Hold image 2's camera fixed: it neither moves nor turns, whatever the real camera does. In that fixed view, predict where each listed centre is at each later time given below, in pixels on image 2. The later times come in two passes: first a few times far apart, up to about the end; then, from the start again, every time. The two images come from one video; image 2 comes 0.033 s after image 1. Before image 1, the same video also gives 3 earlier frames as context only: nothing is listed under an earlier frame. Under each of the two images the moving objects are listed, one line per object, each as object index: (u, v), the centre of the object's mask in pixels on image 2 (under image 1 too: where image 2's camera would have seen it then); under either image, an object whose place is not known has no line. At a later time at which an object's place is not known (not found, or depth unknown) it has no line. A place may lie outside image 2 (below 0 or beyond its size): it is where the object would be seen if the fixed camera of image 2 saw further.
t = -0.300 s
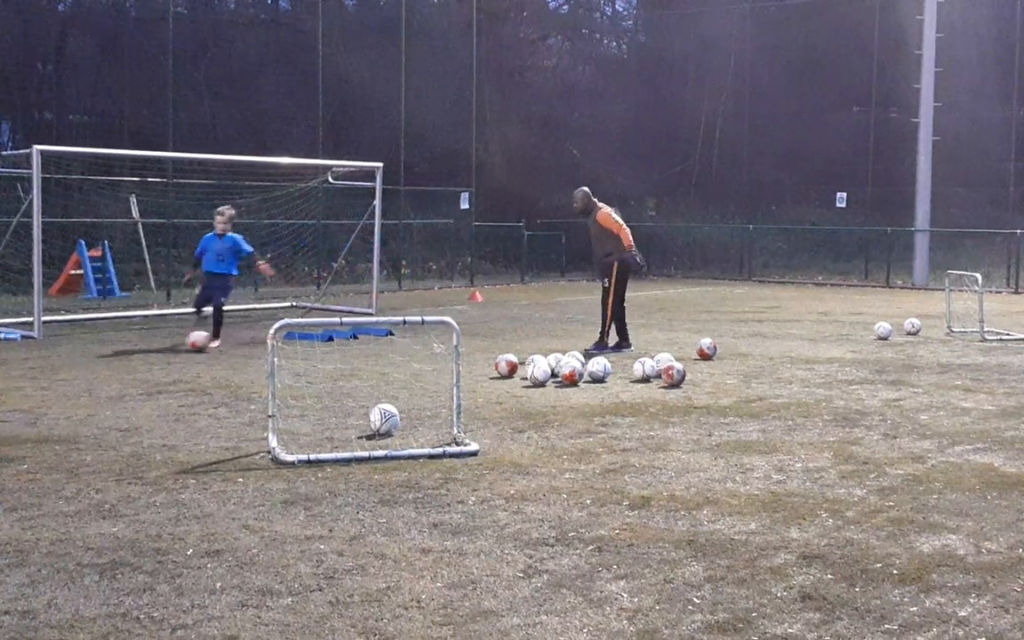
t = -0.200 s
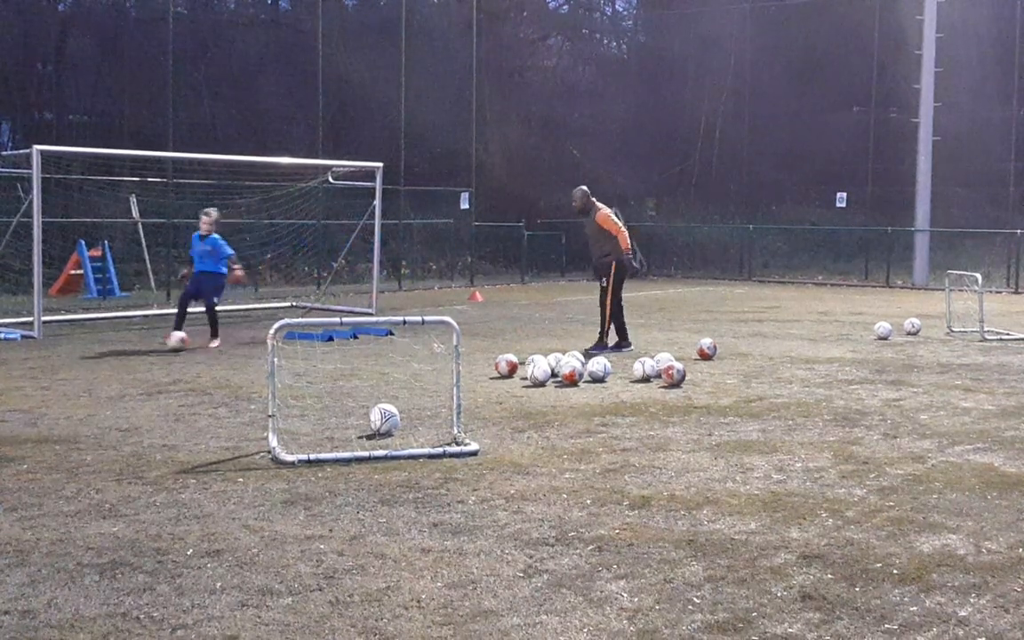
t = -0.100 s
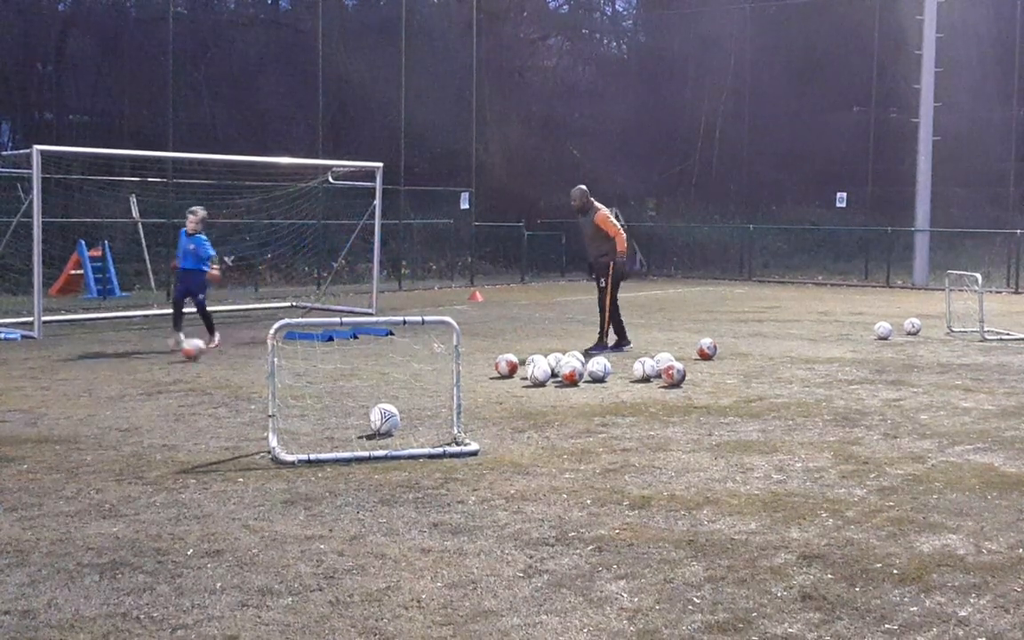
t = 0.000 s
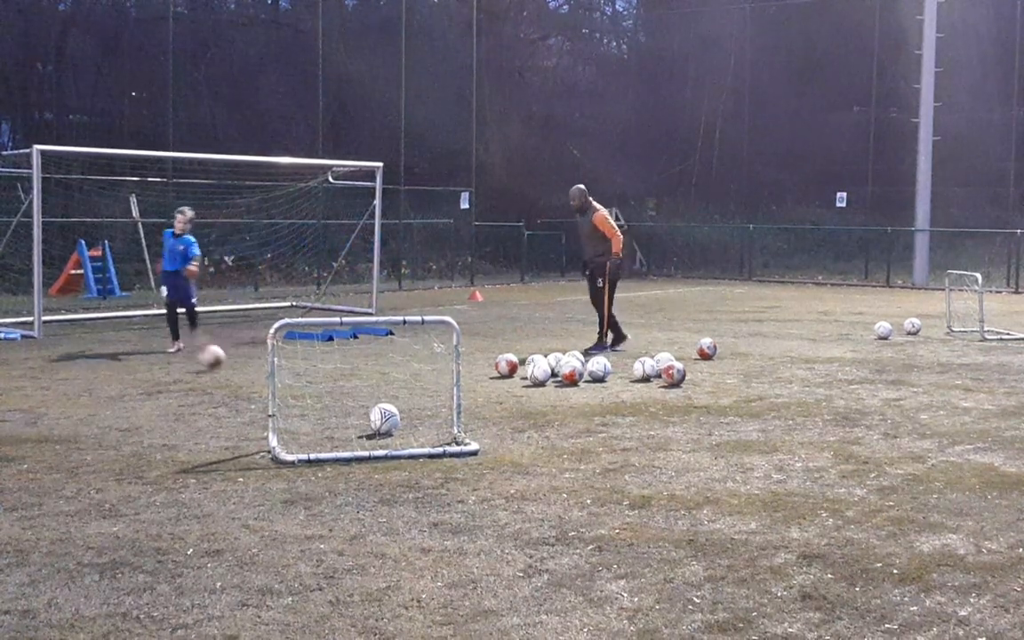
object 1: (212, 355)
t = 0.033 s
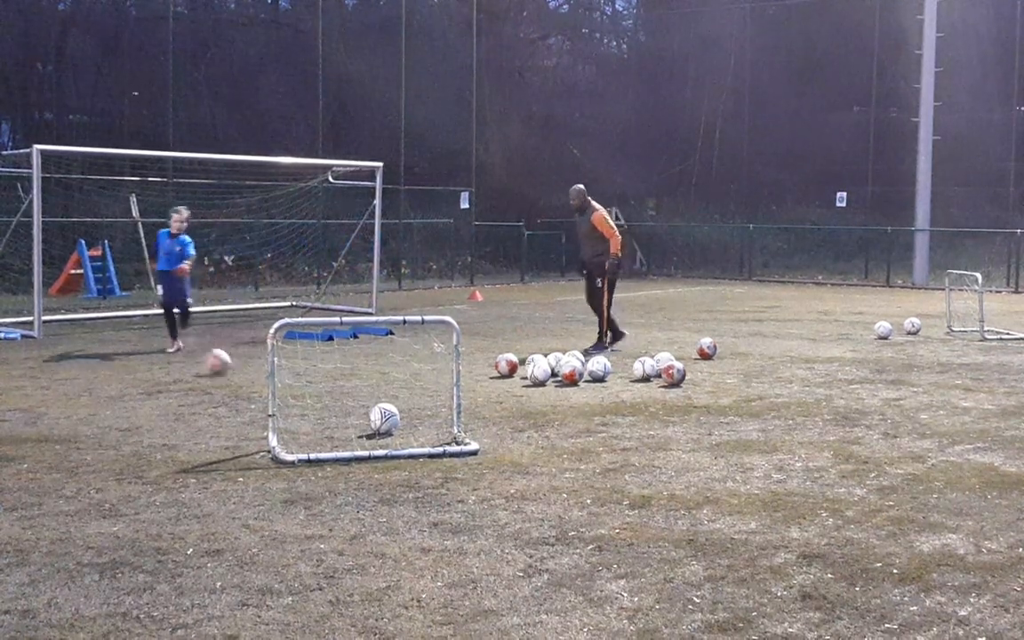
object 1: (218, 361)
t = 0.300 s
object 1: (281, 389)
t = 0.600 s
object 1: (340, 426)
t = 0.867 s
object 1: (374, 367)
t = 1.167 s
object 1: (372, 386)
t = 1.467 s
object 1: (337, 388)
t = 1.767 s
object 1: (300, 389)
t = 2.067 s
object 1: (260, 396)
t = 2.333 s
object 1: (236, 395)
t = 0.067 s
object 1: (224, 366)
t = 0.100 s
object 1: (231, 367)
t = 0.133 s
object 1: (239, 370)
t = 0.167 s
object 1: (245, 375)
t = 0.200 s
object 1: (252, 377)
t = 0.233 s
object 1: (255, 379)
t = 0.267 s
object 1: (259, 382)
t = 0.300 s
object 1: (281, 389)
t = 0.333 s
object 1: (285, 391)
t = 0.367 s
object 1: (289, 394)
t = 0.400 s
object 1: (295, 398)
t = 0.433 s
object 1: (301, 403)
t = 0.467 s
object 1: (311, 409)
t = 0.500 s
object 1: (316, 412)
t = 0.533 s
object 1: (324, 413)
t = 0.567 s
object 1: (331, 419)
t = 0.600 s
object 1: (340, 426)
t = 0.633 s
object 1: (349, 432)
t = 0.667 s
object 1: (356, 433)
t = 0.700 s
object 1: (364, 435)
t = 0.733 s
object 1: (367, 418)
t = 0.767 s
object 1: (371, 396)
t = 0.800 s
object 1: (372, 383)
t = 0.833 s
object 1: (373, 373)
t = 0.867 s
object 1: (374, 367)
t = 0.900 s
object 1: (373, 362)
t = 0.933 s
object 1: (373, 359)
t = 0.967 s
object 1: (373, 358)
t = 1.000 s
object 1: (373, 359)
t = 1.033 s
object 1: (373, 361)
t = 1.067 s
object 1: (373, 365)
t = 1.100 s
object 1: (374, 370)
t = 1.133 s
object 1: (373, 377)
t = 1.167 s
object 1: (372, 386)
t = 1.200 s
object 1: (369, 387)
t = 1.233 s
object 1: (365, 383)
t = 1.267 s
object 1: (362, 380)
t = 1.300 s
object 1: (357, 377)
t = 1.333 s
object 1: (353, 376)
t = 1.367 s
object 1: (348, 377)
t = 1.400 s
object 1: (344, 380)
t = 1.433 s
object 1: (341, 383)
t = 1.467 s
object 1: (337, 388)
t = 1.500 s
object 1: (332, 395)
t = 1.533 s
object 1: (327, 405)
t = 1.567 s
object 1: (324, 402)
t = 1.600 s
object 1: (320, 395)
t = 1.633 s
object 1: (316, 392)
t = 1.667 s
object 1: (313, 390)
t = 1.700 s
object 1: (309, 389)
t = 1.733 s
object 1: (305, 389)
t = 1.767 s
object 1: (300, 389)
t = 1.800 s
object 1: (297, 392)
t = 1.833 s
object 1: (292, 402)
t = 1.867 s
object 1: (289, 400)
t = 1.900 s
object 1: (287, 396)
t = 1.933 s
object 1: (285, 395)
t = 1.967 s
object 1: (284, 394)
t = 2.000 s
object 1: (277, 394)
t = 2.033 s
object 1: (269, 397)
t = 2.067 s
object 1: (260, 396)
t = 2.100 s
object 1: (258, 395)
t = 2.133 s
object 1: (255, 396)
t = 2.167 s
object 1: (252, 396)
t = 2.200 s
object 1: (251, 397)
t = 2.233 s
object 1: (247, 396)
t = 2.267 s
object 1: (243, 396)
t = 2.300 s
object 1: (240, 395)
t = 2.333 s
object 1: (236, 395)
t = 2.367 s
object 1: (233, 395)
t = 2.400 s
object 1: (230, 395)
